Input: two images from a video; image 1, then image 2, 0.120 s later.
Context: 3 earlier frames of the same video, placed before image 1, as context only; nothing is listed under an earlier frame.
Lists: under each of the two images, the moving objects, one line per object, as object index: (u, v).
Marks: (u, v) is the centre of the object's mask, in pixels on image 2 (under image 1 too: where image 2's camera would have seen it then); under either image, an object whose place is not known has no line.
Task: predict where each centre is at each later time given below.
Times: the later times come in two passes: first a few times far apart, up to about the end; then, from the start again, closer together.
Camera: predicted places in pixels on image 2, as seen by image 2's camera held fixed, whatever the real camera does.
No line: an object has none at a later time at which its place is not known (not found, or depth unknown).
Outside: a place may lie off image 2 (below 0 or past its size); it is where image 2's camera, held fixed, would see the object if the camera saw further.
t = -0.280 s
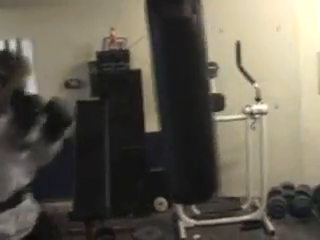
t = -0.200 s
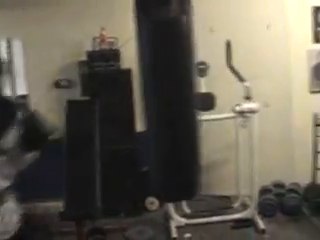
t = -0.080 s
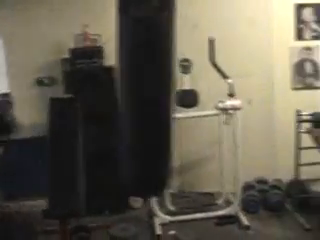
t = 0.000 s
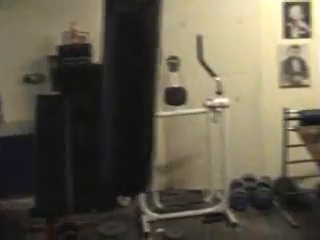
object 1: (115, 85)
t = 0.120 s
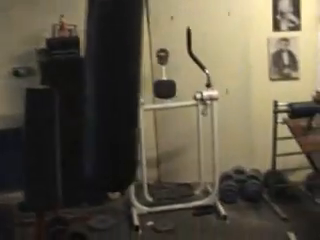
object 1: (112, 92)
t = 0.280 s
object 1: (110, 98)
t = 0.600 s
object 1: (117, 102)
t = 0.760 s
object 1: (126, 101)
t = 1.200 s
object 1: (155, 93)
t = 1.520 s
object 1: (156, 83)
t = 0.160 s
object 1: (111, 94)
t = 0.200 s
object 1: (110, 96)
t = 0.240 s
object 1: (109, 96)
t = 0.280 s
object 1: (110, 98)
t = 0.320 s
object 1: (110, 98)
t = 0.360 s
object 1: (109, 98)
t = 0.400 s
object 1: (110, 99)
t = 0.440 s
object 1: (111, 99)
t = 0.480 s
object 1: (111, 100)
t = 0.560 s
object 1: (118, 102)
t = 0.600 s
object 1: (117, 102)
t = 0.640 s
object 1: (118, 103)
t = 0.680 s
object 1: (123, 103)
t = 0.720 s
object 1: (124, 102)
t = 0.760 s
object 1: (126, 101)
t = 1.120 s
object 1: (150, 96)
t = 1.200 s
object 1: (155, 93)
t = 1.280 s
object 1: (157, 91)
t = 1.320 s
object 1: (158, 91)
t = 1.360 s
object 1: (158, 89)
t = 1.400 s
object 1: (159, 87)
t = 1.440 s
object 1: (158, 85)
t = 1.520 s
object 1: (156, 83)
